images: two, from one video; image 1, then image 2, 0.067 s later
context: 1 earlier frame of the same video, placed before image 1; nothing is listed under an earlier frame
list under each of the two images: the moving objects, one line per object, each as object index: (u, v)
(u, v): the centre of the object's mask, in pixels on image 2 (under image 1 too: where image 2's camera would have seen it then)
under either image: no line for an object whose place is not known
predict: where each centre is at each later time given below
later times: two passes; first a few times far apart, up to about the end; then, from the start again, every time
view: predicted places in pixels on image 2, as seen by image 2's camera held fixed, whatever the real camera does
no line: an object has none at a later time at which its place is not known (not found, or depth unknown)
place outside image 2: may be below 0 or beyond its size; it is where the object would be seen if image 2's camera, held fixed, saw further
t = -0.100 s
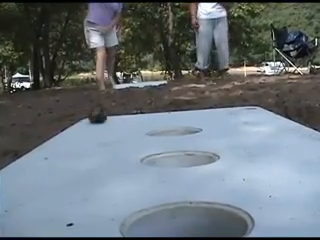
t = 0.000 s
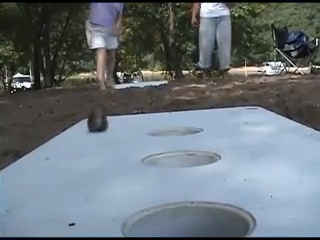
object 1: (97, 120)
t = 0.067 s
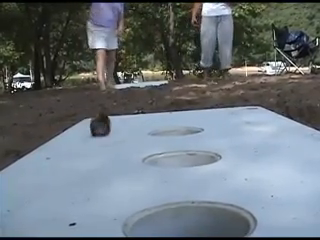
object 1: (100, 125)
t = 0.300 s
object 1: (117, 135)
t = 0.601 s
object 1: (135, 140)
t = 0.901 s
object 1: (134, 140)
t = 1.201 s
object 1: (133, 140)
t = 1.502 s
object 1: (133, 140)
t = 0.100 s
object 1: (101, 127)
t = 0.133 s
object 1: (104, 128)
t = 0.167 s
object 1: (106, 129)
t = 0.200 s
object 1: (108, 131)
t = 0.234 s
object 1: (111, 133)
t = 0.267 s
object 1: (114, 134)
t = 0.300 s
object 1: (117, 135)
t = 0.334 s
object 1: (120, 136)
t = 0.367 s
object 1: (123, 138)
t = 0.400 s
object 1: (126, 139)
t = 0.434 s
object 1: (129, 139)
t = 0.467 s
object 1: (132, 140)
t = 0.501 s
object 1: (134, 140)
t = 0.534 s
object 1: (135, 140)
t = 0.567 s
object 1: (136, 140)
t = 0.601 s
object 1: (135, 140)
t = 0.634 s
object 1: (135, 140)
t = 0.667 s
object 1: (135, 140)
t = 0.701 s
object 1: (135, 140)
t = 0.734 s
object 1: (135, 140)
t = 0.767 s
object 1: (135, 140)
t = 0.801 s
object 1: (135, 140)
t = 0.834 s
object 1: (134, 140)
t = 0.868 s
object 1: (134, 140)
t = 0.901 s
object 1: (134, 140)
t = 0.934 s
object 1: (134, 140)
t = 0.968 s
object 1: (134, 140)
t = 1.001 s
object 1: (134, 140)
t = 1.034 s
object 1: (134, 140)
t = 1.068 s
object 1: (134, 139)
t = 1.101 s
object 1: (134, 139)
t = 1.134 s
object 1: (134, 139)
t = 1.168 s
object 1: (133, 139)
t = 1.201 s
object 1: (133, 140)
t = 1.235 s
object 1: (133, 140)
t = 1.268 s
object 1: (133, 140)
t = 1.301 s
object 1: (133, 140)
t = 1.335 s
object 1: (133, 140)
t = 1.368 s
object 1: (133, 140)
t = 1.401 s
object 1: (133, 140)
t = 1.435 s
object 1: (133, 140)
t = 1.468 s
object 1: (133, 140)
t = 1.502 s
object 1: (133, 140)
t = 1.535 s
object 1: (133, 140)
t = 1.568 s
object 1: (133, 140)
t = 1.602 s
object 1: (133, 140)
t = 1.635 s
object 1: (133, 140)
